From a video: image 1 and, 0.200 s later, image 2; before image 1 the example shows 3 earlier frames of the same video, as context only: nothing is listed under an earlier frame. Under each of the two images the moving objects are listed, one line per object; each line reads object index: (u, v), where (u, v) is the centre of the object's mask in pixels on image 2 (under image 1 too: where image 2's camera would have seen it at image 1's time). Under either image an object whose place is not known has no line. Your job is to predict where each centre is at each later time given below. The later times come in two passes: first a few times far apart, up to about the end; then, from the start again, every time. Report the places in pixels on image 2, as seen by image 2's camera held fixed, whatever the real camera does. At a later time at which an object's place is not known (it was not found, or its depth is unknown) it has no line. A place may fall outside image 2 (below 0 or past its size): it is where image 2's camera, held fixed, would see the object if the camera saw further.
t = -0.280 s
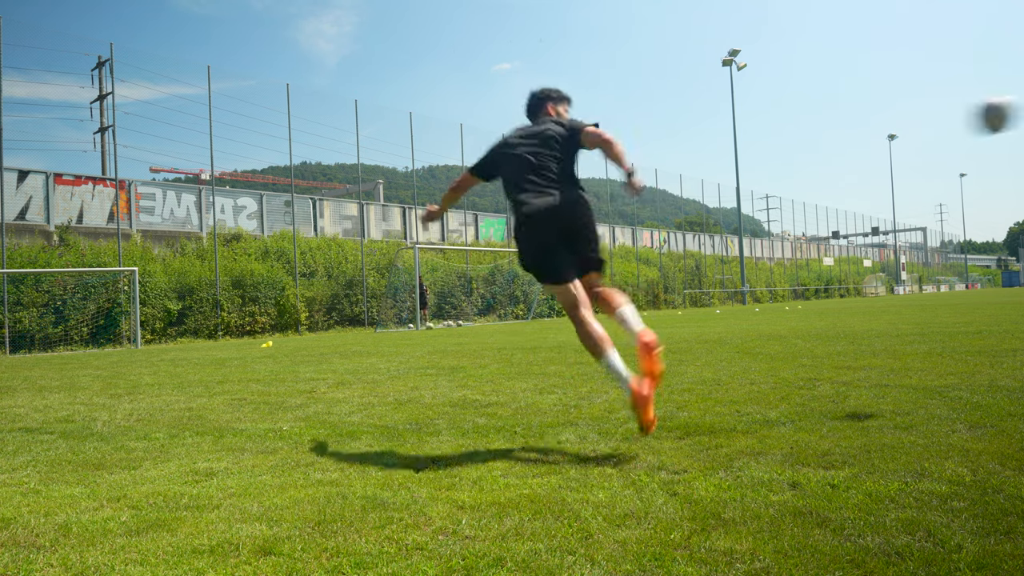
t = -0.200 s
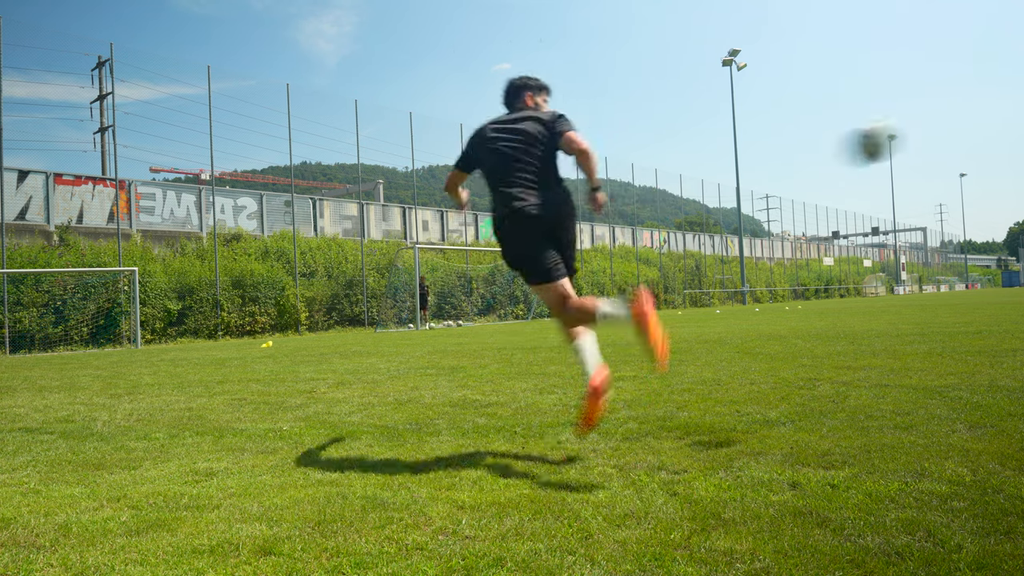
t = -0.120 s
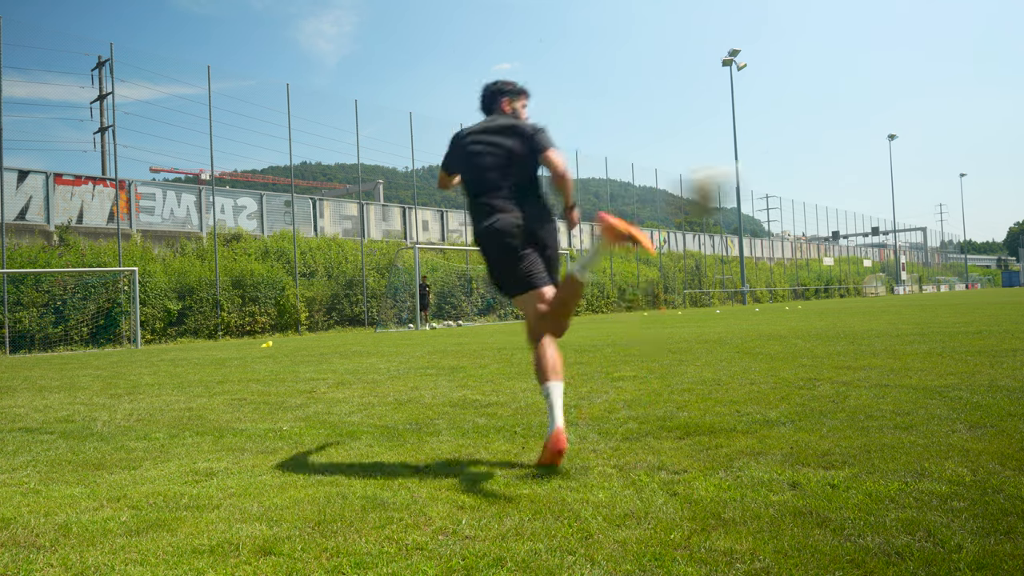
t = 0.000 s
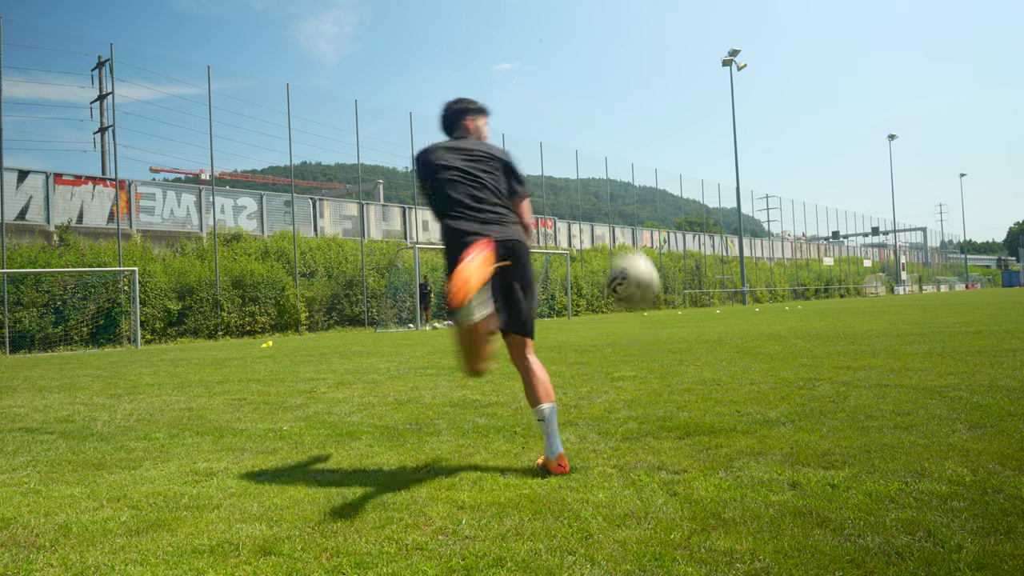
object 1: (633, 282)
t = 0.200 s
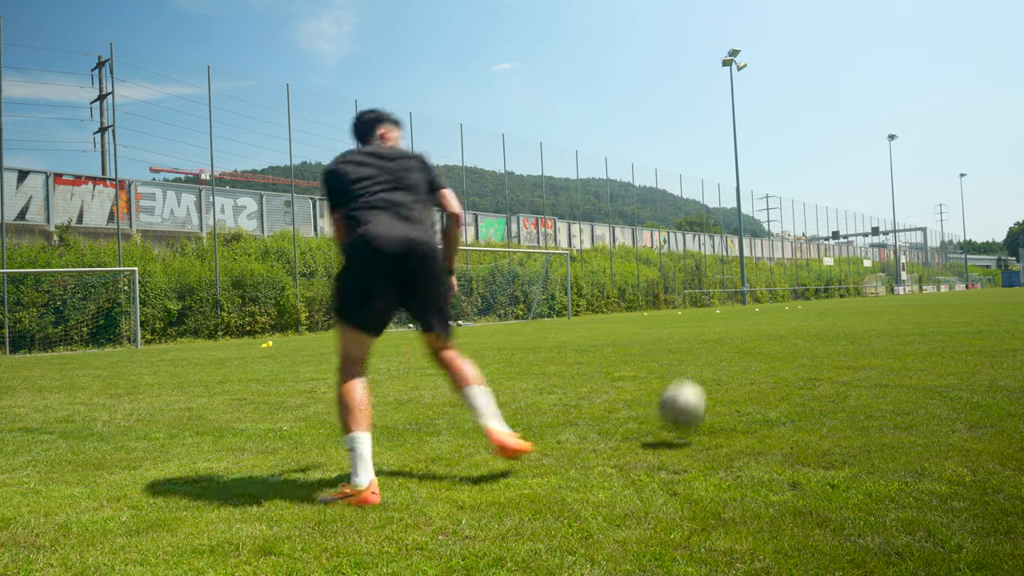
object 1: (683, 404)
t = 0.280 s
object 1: (701, 356)
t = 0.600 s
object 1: (770, 300)
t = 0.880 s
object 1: (825, 382)
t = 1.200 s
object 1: (880, 338)
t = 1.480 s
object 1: (922, 342)
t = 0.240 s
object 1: (693, 378)
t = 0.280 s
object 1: (701, 356)
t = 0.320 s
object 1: (710, 337)
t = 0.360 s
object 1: (719, 322)
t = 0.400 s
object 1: (728, 311)
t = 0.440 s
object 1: (737, 303)
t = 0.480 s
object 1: (745, 298)
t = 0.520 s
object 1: (754, 296)
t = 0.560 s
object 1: (762, 296)
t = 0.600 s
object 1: (770, 300)
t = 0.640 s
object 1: (778, 306)
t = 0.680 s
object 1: (786, 314)
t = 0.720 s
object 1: (794, 325)
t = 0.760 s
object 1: (801, 338)
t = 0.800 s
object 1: (809, 353)
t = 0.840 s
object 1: (817, 371)
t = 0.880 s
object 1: (825, 382)
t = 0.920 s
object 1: (832, 367)
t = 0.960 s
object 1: (839, 356)
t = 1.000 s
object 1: (846, 346)
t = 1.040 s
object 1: (853, 340)
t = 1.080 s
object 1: (860, 336)
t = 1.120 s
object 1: (866, 335)
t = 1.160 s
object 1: (873, 335)
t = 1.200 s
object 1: (880, 338)
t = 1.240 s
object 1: (887, 342)
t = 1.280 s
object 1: (893, 349)
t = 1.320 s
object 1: (900, 358)
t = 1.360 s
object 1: (906, 365)
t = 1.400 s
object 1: (912, 356)
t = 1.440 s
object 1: (917, 348)
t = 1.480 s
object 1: (922, 342)
